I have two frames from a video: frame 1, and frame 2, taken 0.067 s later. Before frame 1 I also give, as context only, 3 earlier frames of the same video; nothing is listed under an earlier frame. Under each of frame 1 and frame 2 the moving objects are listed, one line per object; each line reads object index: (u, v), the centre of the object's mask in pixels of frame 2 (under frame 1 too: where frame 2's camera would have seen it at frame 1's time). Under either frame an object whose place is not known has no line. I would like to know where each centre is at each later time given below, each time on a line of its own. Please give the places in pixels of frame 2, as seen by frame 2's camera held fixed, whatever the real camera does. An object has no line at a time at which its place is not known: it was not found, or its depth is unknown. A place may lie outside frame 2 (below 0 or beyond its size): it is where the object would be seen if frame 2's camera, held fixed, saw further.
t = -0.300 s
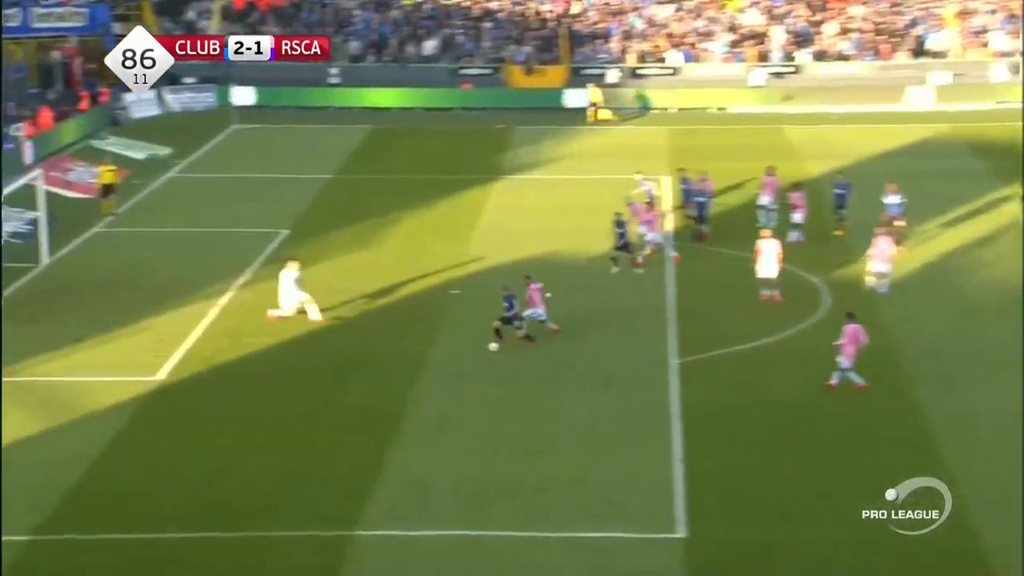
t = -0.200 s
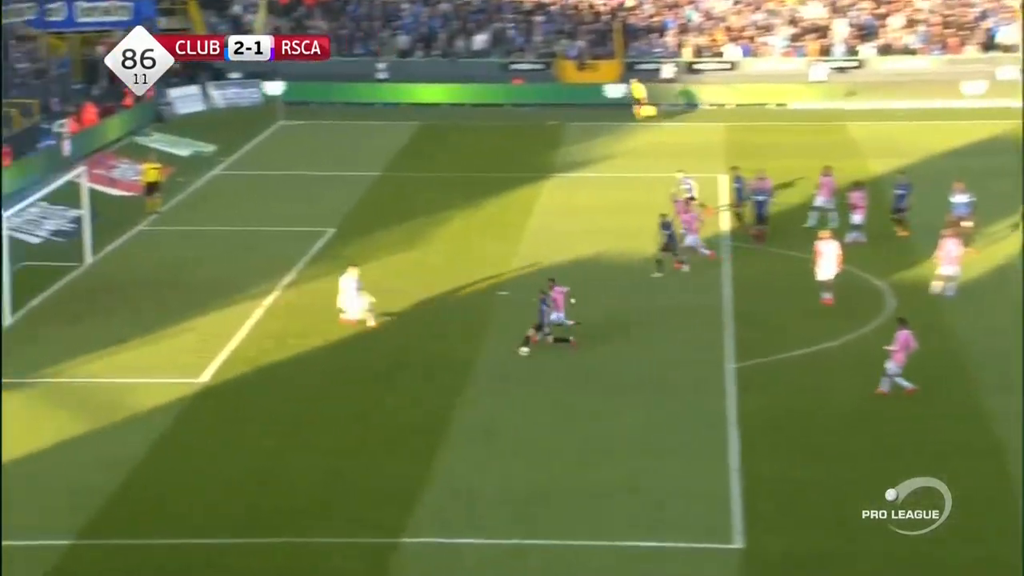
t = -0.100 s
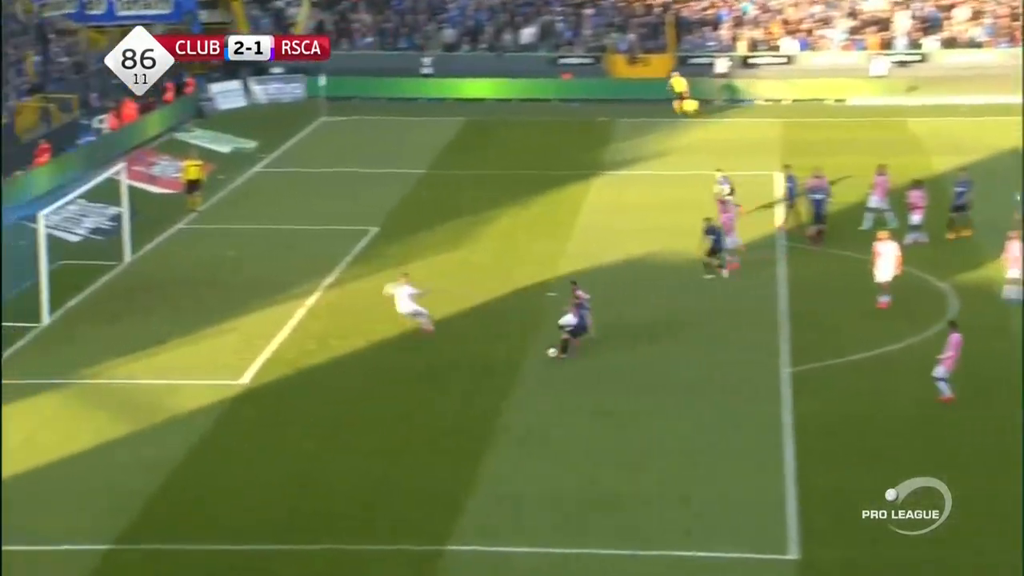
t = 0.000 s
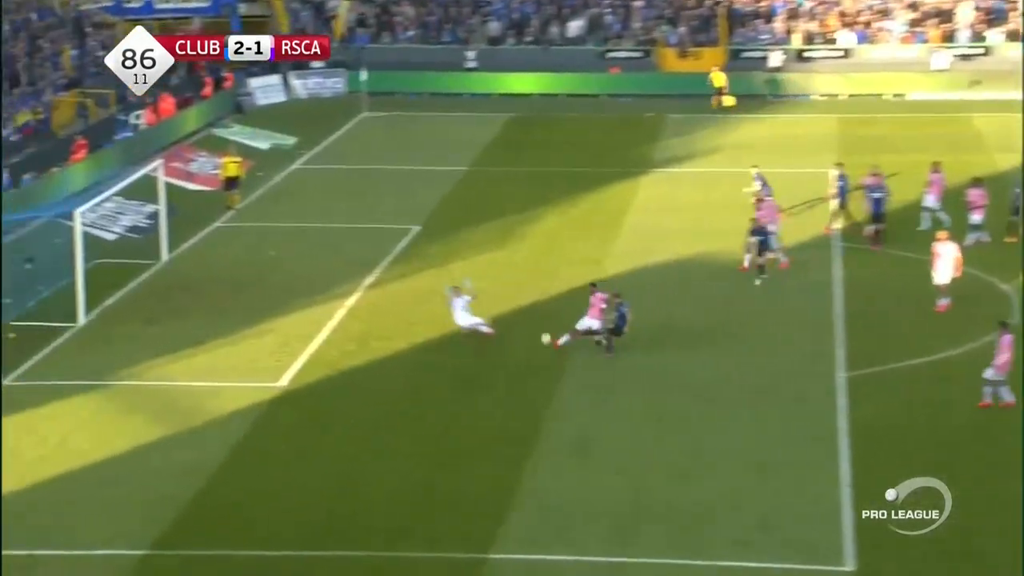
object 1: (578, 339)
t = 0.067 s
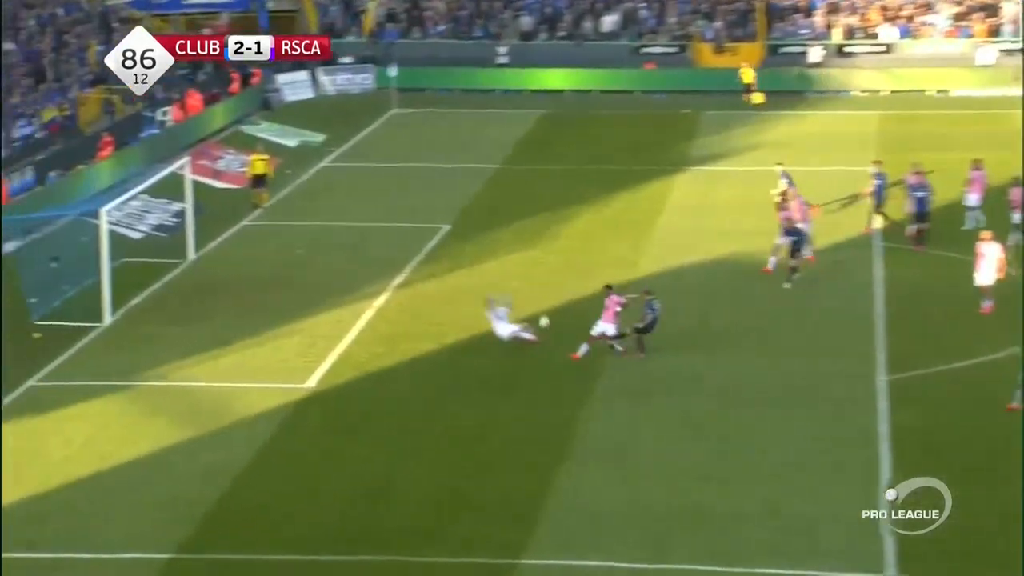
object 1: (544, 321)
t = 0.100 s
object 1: (527, 312)
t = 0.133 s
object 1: (511, 303)
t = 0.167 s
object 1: (495, 298)
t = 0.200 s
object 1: (480, 292)
